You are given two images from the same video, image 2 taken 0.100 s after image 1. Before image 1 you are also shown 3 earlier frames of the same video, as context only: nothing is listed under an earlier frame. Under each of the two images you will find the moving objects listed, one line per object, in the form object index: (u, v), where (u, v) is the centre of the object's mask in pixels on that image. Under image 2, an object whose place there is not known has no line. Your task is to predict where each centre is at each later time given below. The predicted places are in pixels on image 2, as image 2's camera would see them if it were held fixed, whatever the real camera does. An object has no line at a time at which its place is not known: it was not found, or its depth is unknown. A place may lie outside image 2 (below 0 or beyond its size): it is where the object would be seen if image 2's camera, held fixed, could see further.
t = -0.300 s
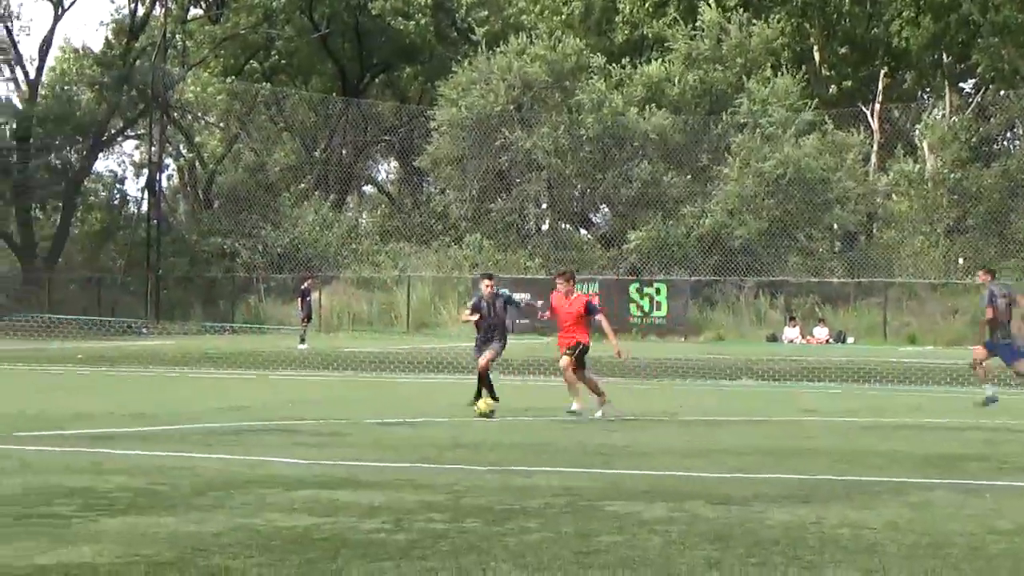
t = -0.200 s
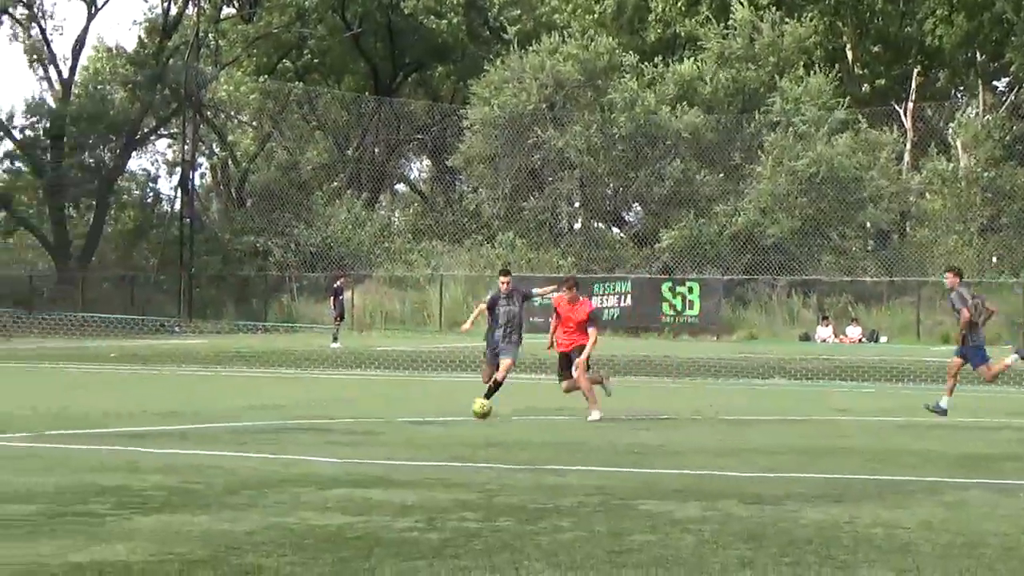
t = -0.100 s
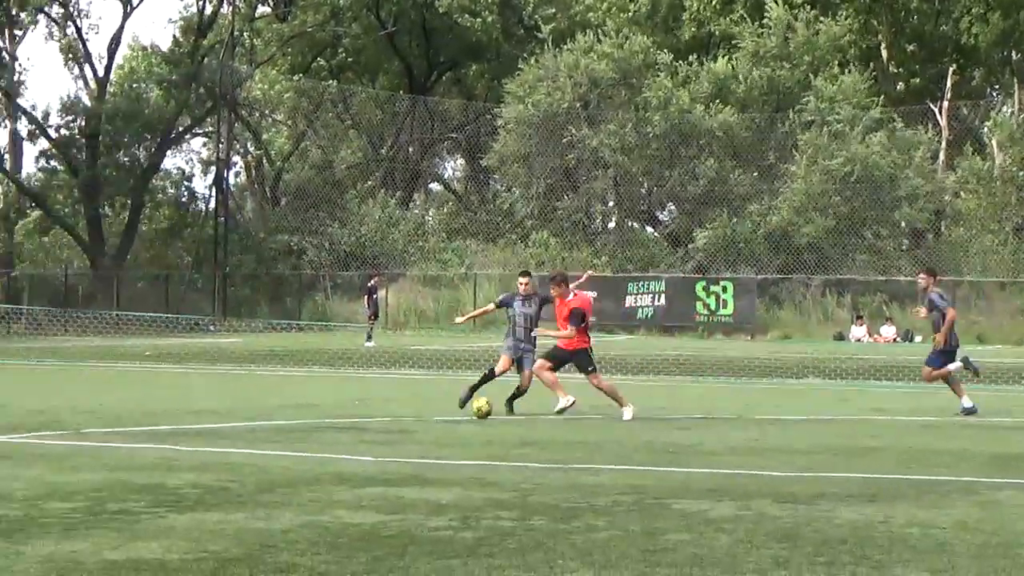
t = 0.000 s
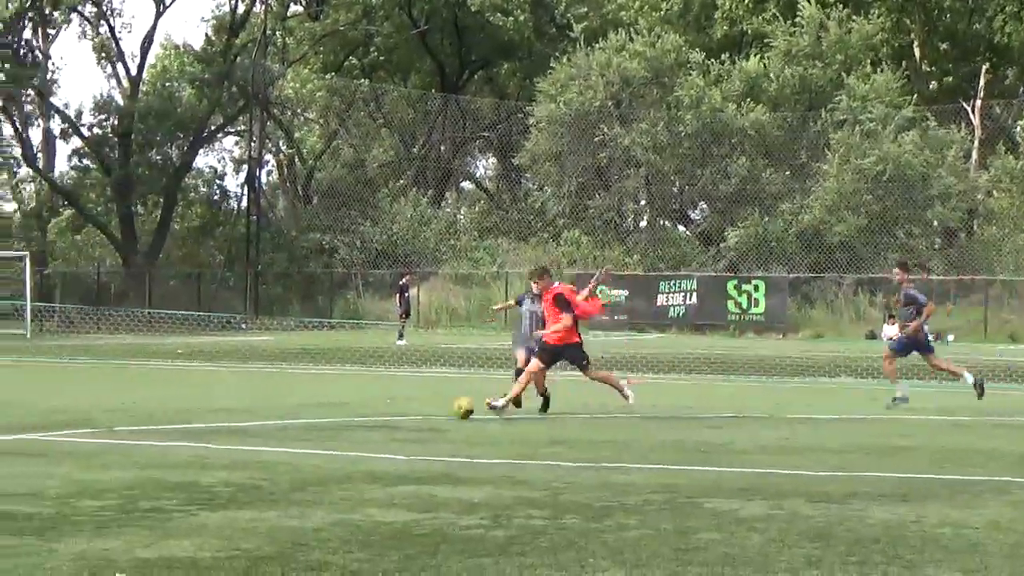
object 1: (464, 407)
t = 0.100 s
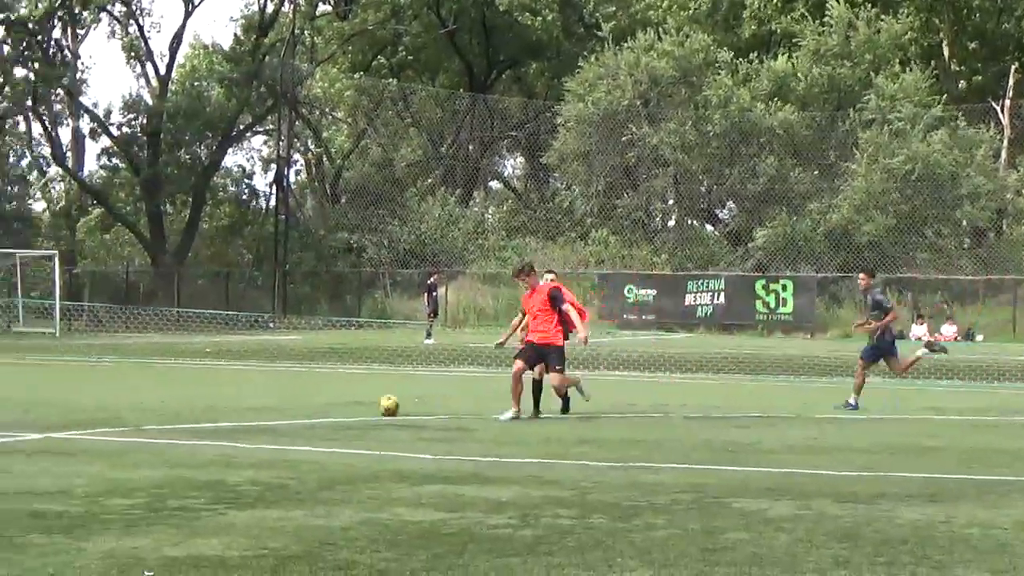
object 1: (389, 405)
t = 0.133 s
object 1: (358, 405)
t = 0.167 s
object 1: (328, 405)
